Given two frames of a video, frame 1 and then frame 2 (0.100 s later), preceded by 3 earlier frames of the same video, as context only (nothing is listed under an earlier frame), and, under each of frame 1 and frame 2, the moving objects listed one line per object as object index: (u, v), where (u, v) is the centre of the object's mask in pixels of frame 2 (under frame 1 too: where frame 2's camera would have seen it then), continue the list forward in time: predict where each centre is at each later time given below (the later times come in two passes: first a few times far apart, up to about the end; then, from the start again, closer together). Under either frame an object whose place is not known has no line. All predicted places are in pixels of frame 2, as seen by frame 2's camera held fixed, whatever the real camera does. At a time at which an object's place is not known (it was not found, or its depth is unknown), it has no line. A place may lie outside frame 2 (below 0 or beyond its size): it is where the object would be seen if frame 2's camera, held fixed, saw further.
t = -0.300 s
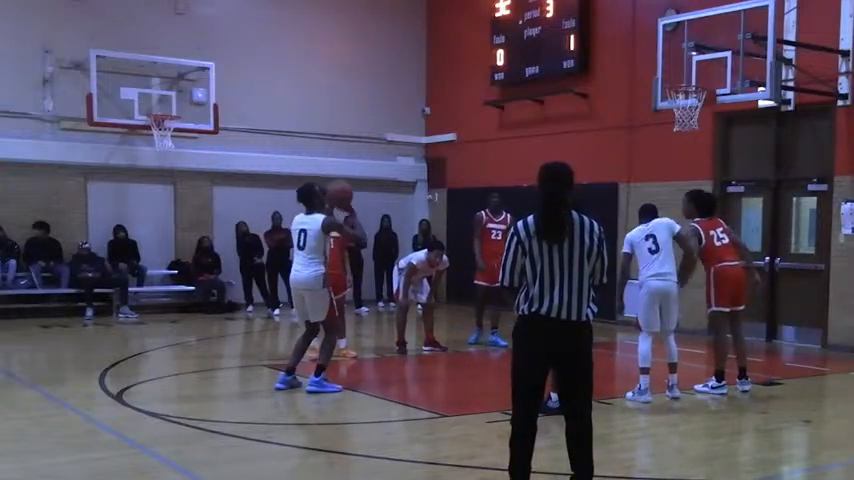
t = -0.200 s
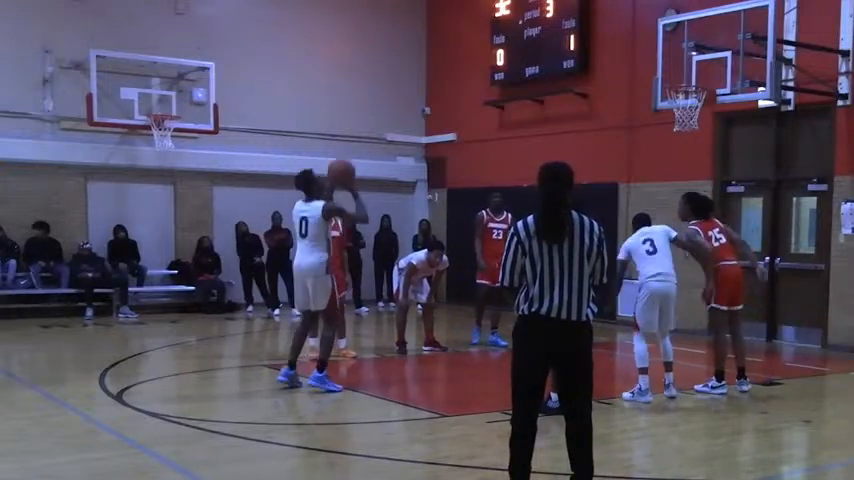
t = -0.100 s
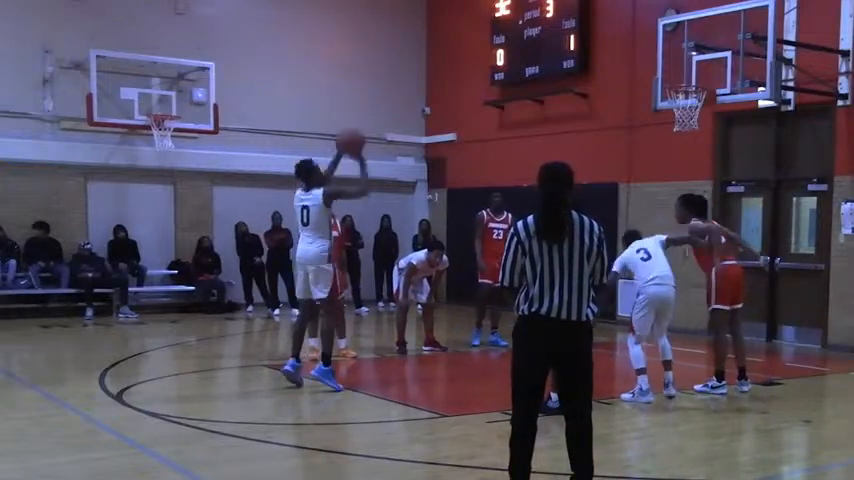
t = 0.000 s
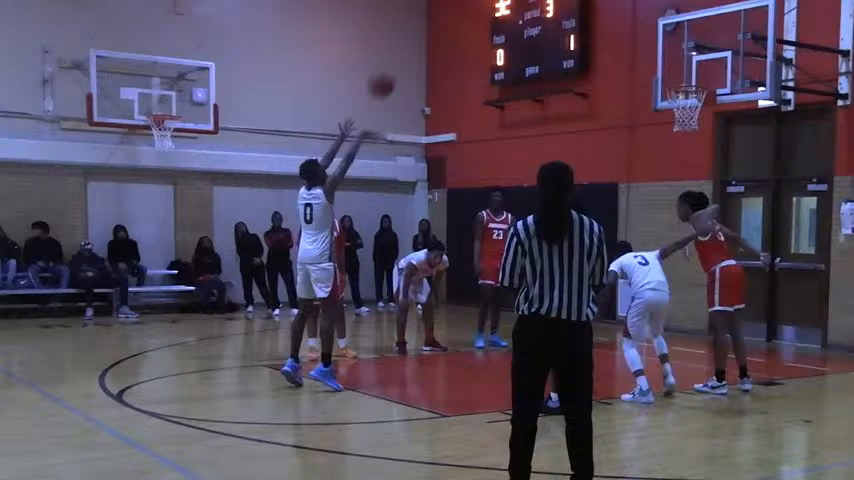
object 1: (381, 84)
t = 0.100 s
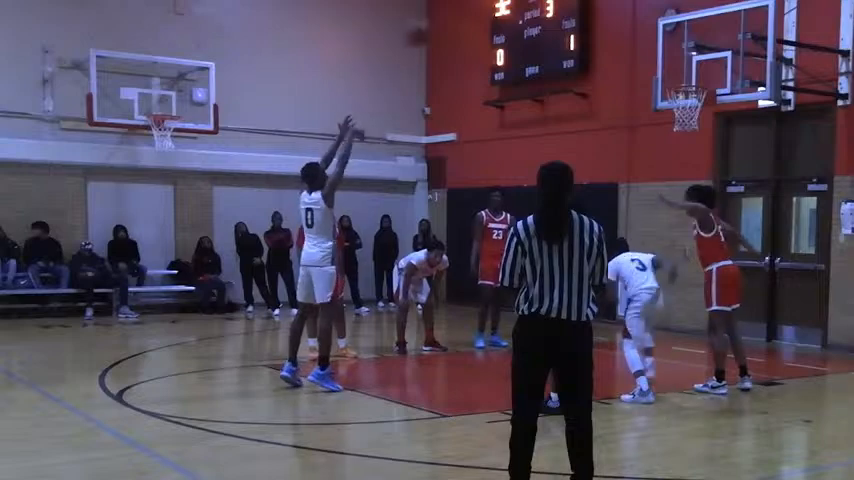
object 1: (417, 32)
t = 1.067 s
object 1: (687, 84)
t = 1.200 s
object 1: (686, 105)
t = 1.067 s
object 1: (687, 84)
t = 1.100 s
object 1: (695, 92)
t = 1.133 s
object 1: (695, 97)
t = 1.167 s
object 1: (690, 101)
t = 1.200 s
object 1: (686, 105)
